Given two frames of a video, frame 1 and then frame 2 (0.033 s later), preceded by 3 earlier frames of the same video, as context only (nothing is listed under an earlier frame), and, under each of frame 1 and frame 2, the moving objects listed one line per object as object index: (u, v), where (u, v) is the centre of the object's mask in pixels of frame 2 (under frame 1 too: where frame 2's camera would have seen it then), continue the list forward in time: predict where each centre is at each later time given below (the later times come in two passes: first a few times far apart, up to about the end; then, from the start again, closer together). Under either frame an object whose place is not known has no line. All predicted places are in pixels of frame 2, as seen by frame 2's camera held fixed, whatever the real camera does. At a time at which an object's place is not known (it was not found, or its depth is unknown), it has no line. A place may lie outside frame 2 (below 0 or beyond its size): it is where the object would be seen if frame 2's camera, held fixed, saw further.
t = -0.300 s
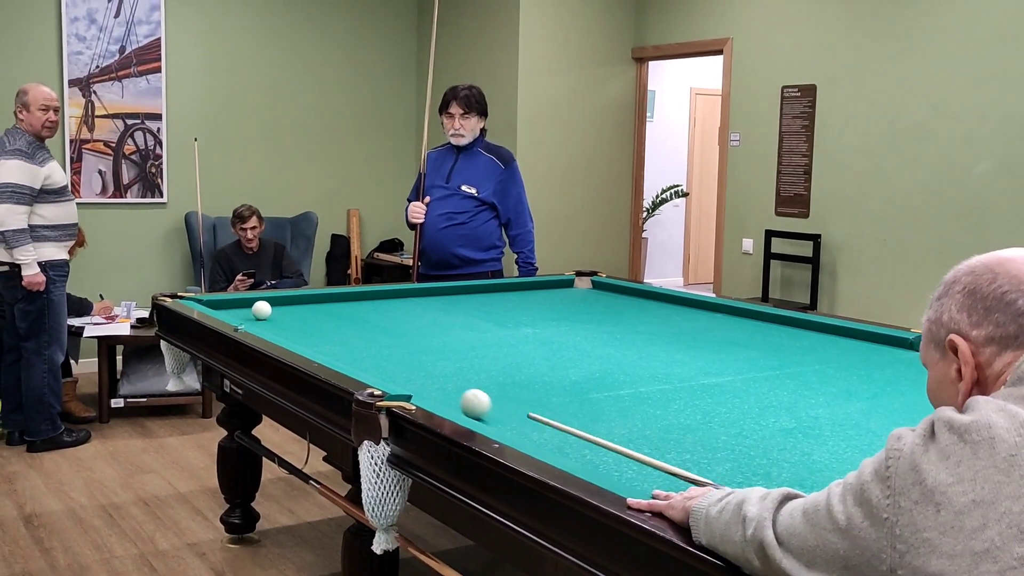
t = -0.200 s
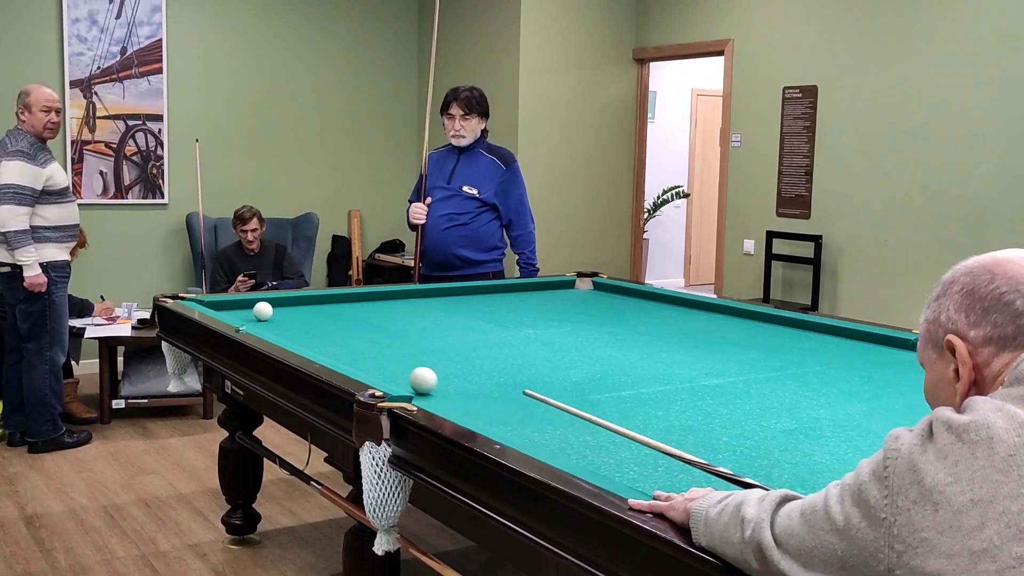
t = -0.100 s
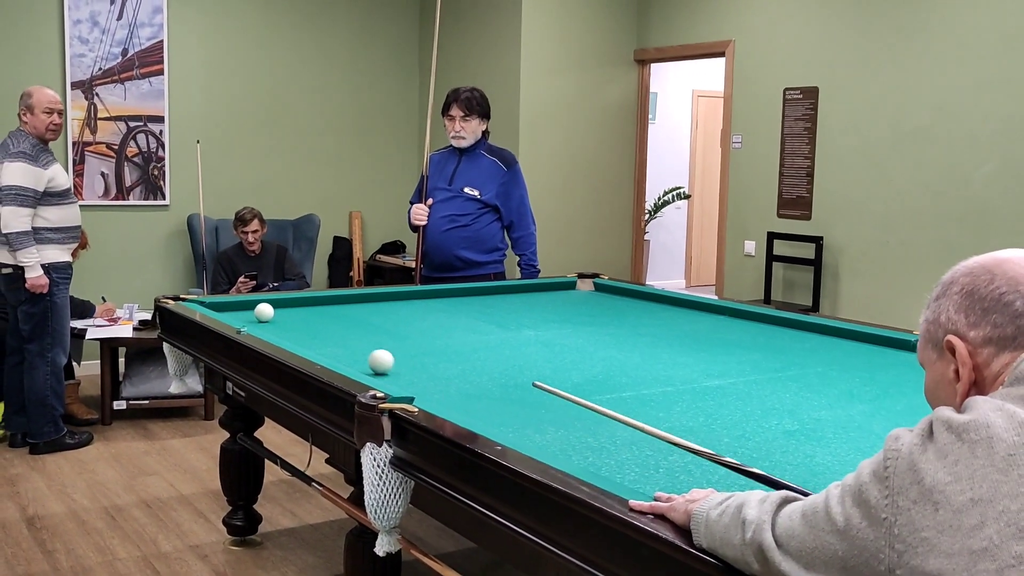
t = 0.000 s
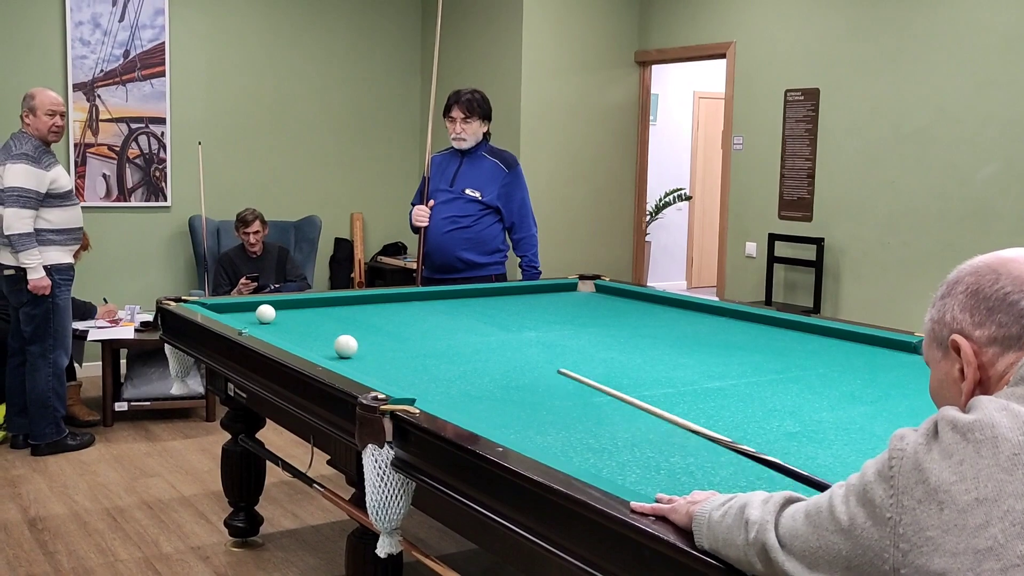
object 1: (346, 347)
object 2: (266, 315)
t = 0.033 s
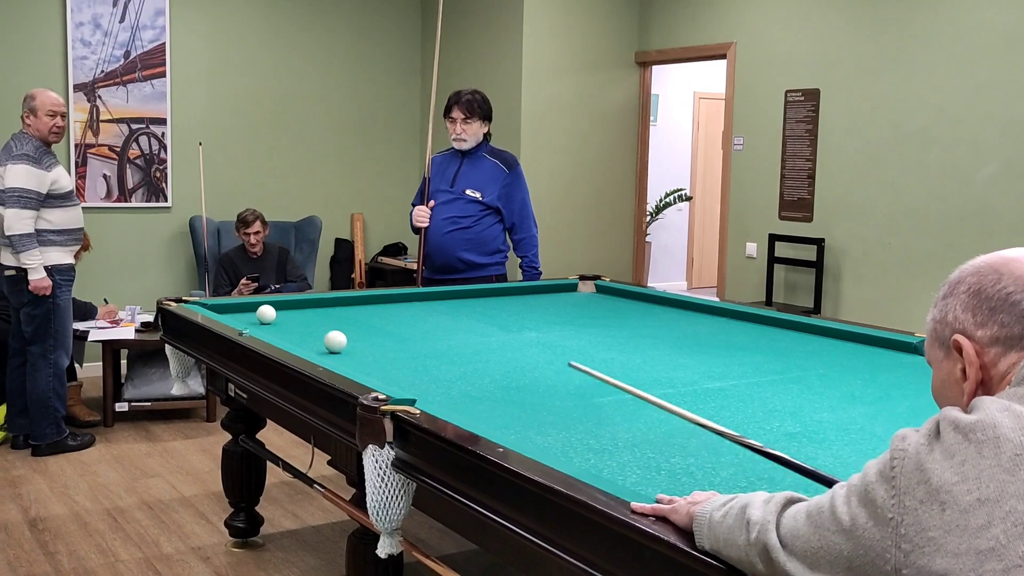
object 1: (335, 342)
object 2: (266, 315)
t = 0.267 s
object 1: (287, 315)
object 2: (250, 312)
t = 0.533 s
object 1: (320, 301)
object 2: (227, 312)
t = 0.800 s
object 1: (365, 305)
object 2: (265, 323)
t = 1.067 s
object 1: (410, 308)
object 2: (306, 332)
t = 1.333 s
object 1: (456, 312)
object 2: (350, 341)
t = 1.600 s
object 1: (502, 317)
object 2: (397, 350)
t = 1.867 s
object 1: (548, 321)
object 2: (447, 360)
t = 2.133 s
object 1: (595, 325)
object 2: (500, 371)
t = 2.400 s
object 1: (642, 329)
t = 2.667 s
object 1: (688, 334)
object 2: (617, 395)
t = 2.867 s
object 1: (723, 337)
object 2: (666, 405)
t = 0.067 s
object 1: (325, 337)
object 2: (266, 315)
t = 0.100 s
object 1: (315, 332)
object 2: (266, 315)
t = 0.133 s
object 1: (305, 328)
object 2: (266, 315)
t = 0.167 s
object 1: (296, 324)
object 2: (266, 315)
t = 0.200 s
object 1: (288, 320)
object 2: (266, 314)
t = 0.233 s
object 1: (280, 316)
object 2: (264, 314)
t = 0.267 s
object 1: (287, 315)
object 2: (250, 312)
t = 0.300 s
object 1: (294, 313)
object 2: (236, 310)
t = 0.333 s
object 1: (299, 312)
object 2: (223, 307)
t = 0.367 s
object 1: (304, 310)
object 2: (217, 306)
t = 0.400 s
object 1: (308, 308)
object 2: (217, 308)
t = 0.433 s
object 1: (311, 306)
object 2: (217, 309)
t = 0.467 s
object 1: (316, 303)
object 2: (220, 310)
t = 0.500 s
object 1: (317, 302)
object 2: (222, 310)
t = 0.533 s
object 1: (320, 301)
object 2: (227, 312)
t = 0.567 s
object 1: (324, 301)
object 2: (232, 313)
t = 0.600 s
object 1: (330, 301)
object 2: (236, 314)
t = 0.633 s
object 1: (336, 302)
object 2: (241, 316)
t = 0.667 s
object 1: (342, 303)
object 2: (246, 318)
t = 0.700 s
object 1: (348, 303)
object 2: (251, 318)
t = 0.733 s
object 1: (354, 302)
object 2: (256, 319)
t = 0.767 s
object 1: (359, 304)
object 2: (261, 322)
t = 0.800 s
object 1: (365, 305)
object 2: (265, 323)
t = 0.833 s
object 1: (371, 305)
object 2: (270, 324)
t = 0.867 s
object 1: (376, 305)
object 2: (275, 325)
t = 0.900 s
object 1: (382, 306)
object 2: (280, 326)
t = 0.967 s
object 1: (396, 307)
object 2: (293, 329)
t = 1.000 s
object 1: (399, 307)
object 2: (296, 329)
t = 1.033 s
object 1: (405, 308)
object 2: (301, 330)
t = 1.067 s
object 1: (410, 308)
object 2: (306, 332)
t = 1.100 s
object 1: (416, 309)
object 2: (312, 333)
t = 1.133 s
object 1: (422, 310)
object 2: (317, 334)
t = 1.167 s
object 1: (428, 310)
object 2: (322, 335)
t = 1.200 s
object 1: (433, 311)
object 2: (328, 336)
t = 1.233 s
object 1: (439, 311)
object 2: (333, 337)
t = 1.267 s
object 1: (445, 312)
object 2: (339, 338)
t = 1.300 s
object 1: (450, 312)
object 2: (344, 339)
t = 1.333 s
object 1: (456, 312)
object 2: (350, 341)
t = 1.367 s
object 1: (462, 313)
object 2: (356, 342)
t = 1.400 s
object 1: (470, 314)
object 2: (364, 343)
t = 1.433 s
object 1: (473, 314)
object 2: (367, 344)
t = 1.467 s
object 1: (479, 315)
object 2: (373, 345)
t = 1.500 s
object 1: (485, 315)
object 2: (379, 346)
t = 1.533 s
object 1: (491, 315)
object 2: (385, 348)
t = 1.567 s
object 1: (497, 316)
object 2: (391, 349)
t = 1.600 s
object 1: (502, 317)
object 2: (397, 350)
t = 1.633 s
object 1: (508, 317)
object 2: (403, 351)
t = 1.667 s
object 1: (514, 317)
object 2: (409, 353)
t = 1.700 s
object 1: (520, 318)
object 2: (415, 354)
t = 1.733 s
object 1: (525, 318)
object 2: (422, 355)
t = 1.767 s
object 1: (531, 319)
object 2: (428, 356)
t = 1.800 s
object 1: (537, 320)
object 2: (434, 358)
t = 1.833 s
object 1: (543, 320)
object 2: (441, 359)
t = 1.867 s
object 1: (548, 321)
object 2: (447, 360)
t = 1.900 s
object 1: (554, 321)
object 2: (454, 361)
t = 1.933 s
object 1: (560, 322)
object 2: (460, 363)
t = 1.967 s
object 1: (566, 323)
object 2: (467, 364)
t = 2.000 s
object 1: (572, 323)
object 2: (473, 366)
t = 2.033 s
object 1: (577, 323)
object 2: (480, 367)
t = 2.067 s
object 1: (583, 324)
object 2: (487, 368)
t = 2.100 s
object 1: (589, 324)
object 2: (493, 370)
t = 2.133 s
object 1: (595, 325)
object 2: (500, 371)
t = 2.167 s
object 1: (601, 326)
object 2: (507, 372)
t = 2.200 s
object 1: (607, 326)
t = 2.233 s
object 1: (613, 327)
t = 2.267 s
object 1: (618, 327)
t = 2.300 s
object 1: (624, 328)
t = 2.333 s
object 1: (630, 328)
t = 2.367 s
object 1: (636, 329)
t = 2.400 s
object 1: (642, 329)
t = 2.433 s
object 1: (647, 330)
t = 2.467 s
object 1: (653, 330)
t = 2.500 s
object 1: (659, 331)
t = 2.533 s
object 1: (665, 331)
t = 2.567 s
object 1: (671, 332)
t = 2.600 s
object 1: (676, 333)
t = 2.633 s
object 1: (682, 333)
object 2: (610, 393)
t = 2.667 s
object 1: (688, 334)
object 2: (617, 395)
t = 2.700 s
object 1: (694, 334)
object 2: (625, 397)
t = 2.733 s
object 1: (700, 335)
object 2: (633, 398)
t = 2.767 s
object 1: (705, 336)
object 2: (641, 400)
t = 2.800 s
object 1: (711, 336)
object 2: (649, 402)
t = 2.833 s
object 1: (717, 337)
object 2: (658, 403)
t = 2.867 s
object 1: (723, 337)
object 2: (666, 405)
